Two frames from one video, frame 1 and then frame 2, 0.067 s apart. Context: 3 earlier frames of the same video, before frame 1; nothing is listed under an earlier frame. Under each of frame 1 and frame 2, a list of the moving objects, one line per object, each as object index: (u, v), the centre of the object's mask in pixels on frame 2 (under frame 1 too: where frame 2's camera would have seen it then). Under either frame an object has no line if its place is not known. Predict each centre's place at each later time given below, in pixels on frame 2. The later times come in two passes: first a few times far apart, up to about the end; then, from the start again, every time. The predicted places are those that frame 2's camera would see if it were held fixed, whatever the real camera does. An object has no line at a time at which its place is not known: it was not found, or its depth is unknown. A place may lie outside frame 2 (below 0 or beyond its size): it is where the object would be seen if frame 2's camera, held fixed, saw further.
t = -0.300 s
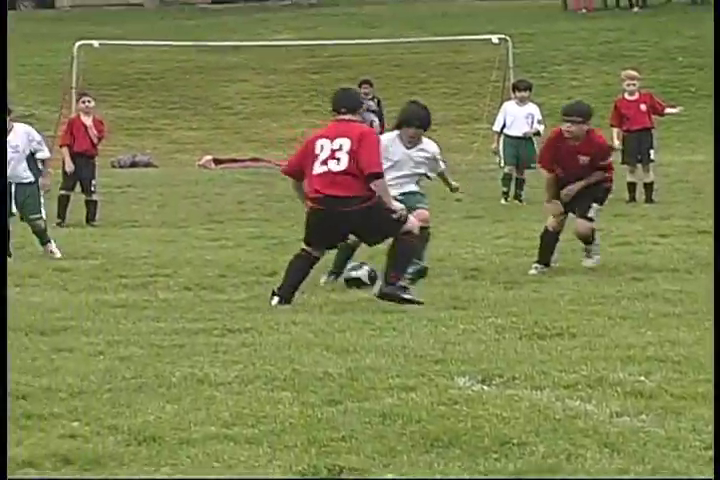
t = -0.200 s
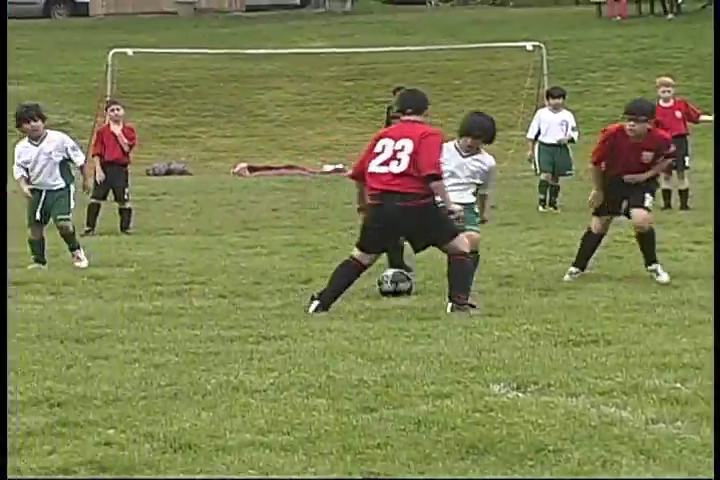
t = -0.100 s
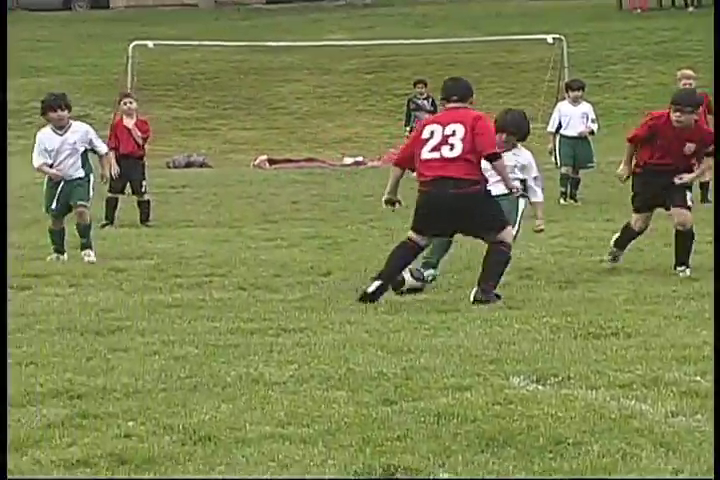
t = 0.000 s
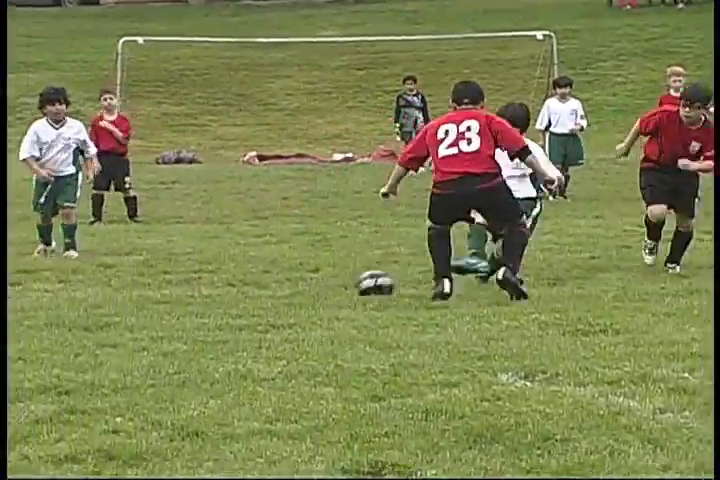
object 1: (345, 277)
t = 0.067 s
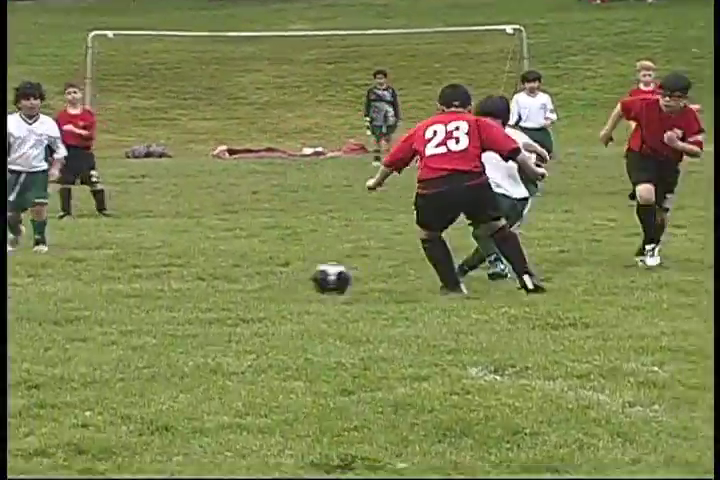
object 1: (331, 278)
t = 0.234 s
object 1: (297, 286)
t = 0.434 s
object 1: (257, 264)
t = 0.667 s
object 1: (208, 310)
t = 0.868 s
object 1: (180, 319)
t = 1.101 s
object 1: (155, 328)
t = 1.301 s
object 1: (132, 338)
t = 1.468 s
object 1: (116, 345)
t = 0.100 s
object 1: (324, 277)
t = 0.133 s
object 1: (317, 277)
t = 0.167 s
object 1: (310, 278)
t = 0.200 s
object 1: (304, 282)
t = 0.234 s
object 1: (297, 286)
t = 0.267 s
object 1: (290, 288)
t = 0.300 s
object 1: (284, 283)
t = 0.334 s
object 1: (277, 275)
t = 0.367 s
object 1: (270, 268)
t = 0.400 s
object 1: (264, 265)
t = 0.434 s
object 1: (257, 264)
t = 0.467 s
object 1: (250, 265)
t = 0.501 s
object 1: (242, 267)
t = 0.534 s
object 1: (236, 273)
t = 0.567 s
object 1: (228, 280)
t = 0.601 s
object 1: (221, 291)
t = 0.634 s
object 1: (213, 302)
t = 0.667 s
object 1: (208, 310)
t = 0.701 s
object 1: (202, 311)
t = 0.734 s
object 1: (198, 310)
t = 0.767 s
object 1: (193, 311)
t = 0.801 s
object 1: (189, 313)
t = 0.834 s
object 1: (185, 316)
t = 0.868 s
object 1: (180, 319)
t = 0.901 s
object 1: (177, 321)
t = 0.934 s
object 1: (173, 323)
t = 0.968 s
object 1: (170, 325)
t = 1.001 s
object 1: (166, 327)
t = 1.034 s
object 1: (162, 326)
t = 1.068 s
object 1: (159, 326)
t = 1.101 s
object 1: (155, 328)
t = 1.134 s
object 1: (150, 332)
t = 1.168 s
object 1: (147, 335)
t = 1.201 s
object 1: (143, 338)
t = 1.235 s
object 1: (140, 342)
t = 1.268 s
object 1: (136, 341)
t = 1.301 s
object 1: (132, 338)
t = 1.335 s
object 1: (129, 335)
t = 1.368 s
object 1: (126, 334)
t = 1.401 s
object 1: (122, 336)
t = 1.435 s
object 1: (119, 341)
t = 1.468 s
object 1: (116, 345)
